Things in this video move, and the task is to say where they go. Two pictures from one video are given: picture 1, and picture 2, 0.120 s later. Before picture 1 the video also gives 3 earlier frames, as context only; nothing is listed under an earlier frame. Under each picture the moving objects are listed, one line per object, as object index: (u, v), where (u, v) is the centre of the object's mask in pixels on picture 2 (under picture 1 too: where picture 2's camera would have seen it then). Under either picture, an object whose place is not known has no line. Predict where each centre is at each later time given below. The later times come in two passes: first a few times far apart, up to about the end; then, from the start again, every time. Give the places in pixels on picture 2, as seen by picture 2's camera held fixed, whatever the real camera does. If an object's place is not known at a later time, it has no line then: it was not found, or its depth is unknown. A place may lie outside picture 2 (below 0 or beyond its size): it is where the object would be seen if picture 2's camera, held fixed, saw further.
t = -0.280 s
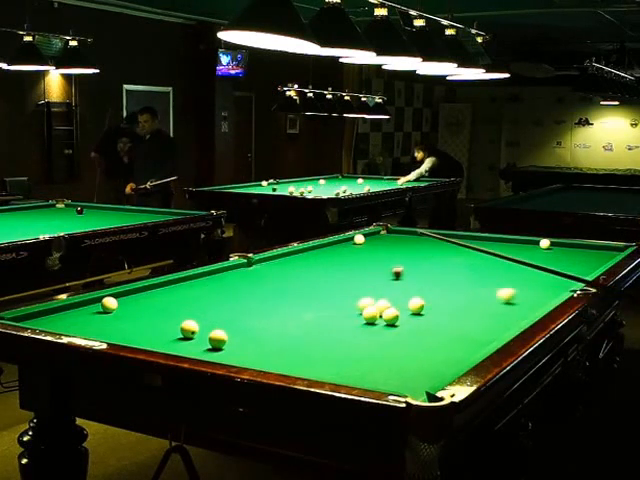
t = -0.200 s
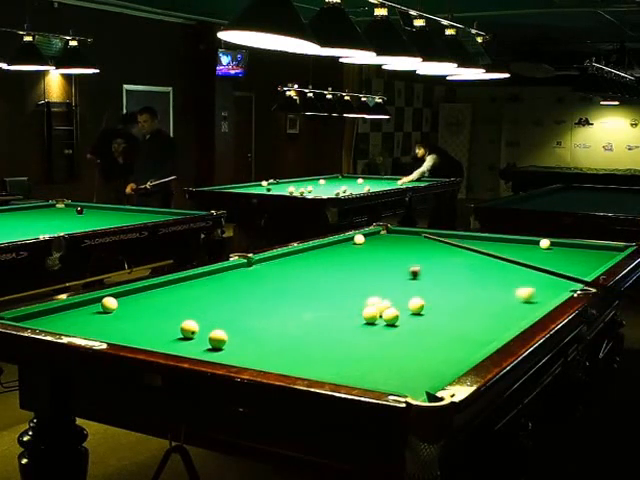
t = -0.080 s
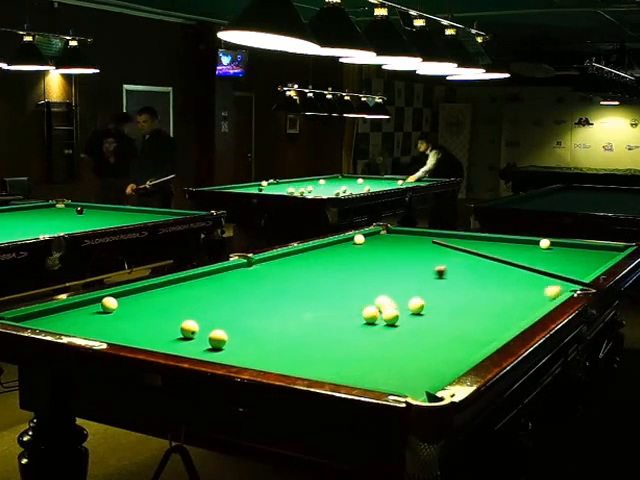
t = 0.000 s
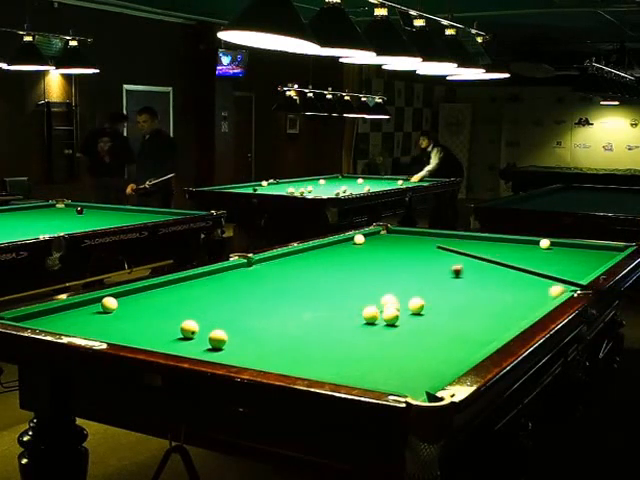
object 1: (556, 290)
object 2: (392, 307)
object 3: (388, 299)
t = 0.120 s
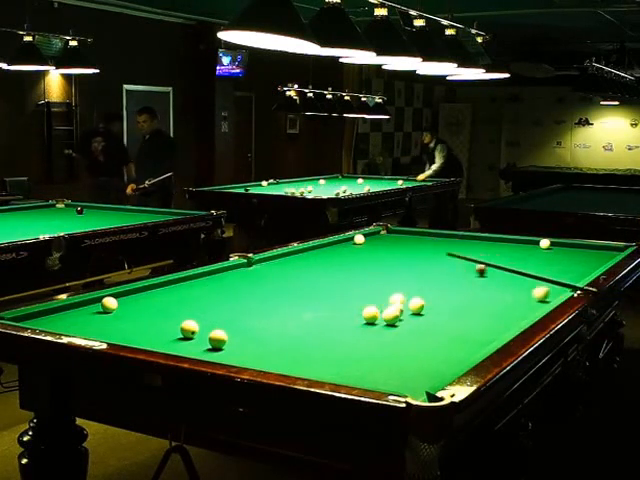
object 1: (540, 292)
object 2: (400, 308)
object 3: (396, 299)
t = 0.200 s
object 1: (530, 293)
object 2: (401, 310)
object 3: (402, 298)
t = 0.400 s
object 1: (504, 295)
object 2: (404, 312)
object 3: (416, 294)
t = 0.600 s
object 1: (479, 296)
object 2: (409, 313)
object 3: (428, 295)
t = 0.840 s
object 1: (448, 298)
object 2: (416, 315)
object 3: (440, 292)
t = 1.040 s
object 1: (424, 298)
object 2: (421, 316)
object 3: (453, 293)
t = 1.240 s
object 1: (398, 301)
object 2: (425, 317)
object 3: (463, 291)
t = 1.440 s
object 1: (371, 301)
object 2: (429, 317)
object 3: (472, 290)
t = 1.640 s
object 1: (345, 304)
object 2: (432, 318)
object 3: (481, 288)
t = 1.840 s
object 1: (319, 306)
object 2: (435, 318)
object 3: (489, 287)
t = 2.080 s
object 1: (289, 307)
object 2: (437, 319)
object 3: (499, 285)
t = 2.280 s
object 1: (264, 308)
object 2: (439, 319)
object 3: (505, 284)
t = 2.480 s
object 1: (239, 310)
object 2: (440, 320)
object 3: (512, 283)
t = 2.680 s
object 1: (214, 311)
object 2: (440, 320)
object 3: (518, 282)
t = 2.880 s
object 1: (190, 312)
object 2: (440, 320)
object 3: (524, 281)
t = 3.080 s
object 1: (166, 315)
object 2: (441, 320)
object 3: (529, 280)
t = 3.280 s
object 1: (142, 316)
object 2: (441, 320)
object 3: (534, 280)
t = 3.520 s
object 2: (441, 320)
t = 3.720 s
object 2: (441, 320)
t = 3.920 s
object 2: (440, 320)
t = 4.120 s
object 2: (440, 320)
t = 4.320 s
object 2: (441, 320)
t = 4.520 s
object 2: (440, 320)
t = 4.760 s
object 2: (440, 320)
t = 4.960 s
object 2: (441, 320)
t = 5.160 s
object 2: (441, 320)
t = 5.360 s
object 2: (441, 320)
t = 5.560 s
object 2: (441, 320)
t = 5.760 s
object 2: (440, 320)
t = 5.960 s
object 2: (440, 320)
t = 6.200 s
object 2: (440, 320)
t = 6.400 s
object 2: (440, 320)
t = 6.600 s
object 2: (440, 320)
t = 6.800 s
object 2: (440, 320)
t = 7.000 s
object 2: (440, 320)
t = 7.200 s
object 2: (440, 320)
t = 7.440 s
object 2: (441, 320)
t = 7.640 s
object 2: (441, 320)
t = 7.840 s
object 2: (441, 320)
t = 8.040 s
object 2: (441, 320)
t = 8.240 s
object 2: (441, 320)
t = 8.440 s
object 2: (441, 320)
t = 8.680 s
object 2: (441, 320)
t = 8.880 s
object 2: (441, 320)
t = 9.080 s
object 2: (440, 320)
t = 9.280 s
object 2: (441, 320)
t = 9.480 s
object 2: (441, 320)
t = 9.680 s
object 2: (440, 320)
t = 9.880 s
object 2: (440, 320)
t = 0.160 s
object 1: (535, 293)
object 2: (400, 309)
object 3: (399, 298)
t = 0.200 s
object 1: (530, 293)
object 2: (401, 310)
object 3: (402, 298)
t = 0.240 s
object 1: (525, 293)
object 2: (401, 310)
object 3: (404, 297)
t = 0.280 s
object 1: (519, 294)
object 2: (401, 311)
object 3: (407, 297)
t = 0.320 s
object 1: (514, 294)
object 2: (402, 311)
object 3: (409, 297)
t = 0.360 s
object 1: (509, 294)
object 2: (403, 311)
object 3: (412, 296)
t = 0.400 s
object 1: (504, 295)
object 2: (404, 312)
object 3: (416, 294)
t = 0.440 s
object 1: (499, 295)
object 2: (405, 312)
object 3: (419, 294)
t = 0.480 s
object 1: (494, 295)
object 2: (407, 312)
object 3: (422, 295)
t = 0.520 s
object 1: (489, 296)
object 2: (407, 312)
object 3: (424, 295)
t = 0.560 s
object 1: (483, 296)
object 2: (408, 313)
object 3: (426, 295)
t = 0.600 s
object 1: (479, 296)
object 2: (409, 313)
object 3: (428, 295)
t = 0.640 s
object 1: (473, 296)
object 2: (410, 313)
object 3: (431, 295)
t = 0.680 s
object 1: (468, 297)
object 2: (411, 313)
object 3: (433, 295)
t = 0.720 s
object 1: (463, 297)
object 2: (412, 314)
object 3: (435, 295)
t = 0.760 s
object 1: (459, 298)
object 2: (414, 314)
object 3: (437, 294)
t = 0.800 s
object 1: (453, 298)
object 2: (415, 314)
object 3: (439, 294)
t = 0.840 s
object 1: (448, 298)
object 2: (416, 315)
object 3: (440, 292)
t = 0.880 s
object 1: (443, 298)
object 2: (417, 315)
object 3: (445, 291)
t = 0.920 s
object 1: (437, 299)
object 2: (418, 315)
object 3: (448, 292)
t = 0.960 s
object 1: (432, 300)
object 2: (419, 315)
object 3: (449, 293)
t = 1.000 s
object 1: (428, 300)
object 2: (420, 315)
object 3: (451, 293)
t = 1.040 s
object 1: (424, 298)
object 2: (421, 316)
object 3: (453, 293)
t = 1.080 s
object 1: (418, 299)
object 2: (422, 316)
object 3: (455, 292)
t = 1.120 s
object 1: (410, 298)
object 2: (423, 316)
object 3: (457, 292)
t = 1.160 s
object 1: (406, 300)
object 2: (423, 316)
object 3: (459, 291)
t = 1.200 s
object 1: (402, 301)
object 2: (424, 316)
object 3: (461, 291)
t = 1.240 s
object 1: (398, 301)
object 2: (425, 317)
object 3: (463, 291)
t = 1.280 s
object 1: (392, 301)
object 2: (426, 317)
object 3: (465, 291)
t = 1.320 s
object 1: (386, 301)
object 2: (427, 317)
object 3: (467, 290)
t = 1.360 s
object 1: (382, 302)
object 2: (427, 317)
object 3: (469, 290)
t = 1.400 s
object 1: (377, 302)
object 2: (428, 317)
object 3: (471, 290)
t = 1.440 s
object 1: (371, 301)
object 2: (429, 317)
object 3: (472, 290)
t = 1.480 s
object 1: (366, 302)
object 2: (429, 317)
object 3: (474, 290)
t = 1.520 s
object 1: (360, 303)
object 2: (430, 317)
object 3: (476, 289)
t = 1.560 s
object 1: (356, 304)
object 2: (431, 318)
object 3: (478, 289)
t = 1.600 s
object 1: (350, 304)
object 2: (432, 318)
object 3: (480, 289)
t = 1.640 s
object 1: (345, 304)
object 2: (432, 318)
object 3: (481, 288)
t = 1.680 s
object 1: (340, 304)
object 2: (433, 318)
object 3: (483, 288)
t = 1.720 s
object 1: (335, 305)
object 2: (433, 318)
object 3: (485, 288)
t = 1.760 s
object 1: (330, 305)
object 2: (434, 318)
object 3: (486, 287)
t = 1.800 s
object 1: (325, 305)
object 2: (434, 318)
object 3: (488, 287)
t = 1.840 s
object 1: (319, 306)
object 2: (435, 318)
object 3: (489, 287)
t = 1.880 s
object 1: (314, 306)
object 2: (435, 318)
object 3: (491, 287)
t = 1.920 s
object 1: (309, 306)
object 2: (436, 319)
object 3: (492, 286)
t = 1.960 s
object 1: (304, 306)
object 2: (436, 319)
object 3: (494, 286)
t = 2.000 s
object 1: (299, 306)
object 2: (437, 319)
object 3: (495, 286)
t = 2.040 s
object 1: (294, 307)
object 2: (437, 319)
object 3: (497, 285)
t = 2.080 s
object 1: (289, 307)
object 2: (437, 319)
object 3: (499, 285)
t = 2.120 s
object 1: (284, 307)
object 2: (438, 319)
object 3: (500, 285)
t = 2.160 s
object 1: (279, 307)
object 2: (438, 319)
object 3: (501, 285)
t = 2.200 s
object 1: (274, 308)
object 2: (439, 319)
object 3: (503, 285)
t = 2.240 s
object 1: (269, 308)
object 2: (439, 320)
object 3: (504, 284)
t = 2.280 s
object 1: (264, 308)
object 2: (439, 319)
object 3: (505, 284)
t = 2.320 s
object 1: (259, 309)
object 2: (439, 320)
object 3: (507, 284)
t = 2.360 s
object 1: (254, 309)
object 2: (439, 319)
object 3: (508, 284)
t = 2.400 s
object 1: (249, 309)
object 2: (440, 319)
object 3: (510, 283)
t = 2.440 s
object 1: (244, 310)
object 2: (440, 319)
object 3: (511, 283)
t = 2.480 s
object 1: (239, 310)
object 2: (440, 320)
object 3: (512, 283)
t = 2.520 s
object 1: (234, 310)
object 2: (440, 320)
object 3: (513, 283)
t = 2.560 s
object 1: (229, 310)
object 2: (440, 320)
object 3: (514, 282)
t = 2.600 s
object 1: (224, 311)
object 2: (440, 320)
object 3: (516, 282)
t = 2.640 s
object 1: (219, 310)
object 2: (440, 320)
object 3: (517, 282)
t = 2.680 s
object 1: (214, 311)
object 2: (440, 320)
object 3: (518, 282)
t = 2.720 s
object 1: (210, 311)
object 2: (440, 320)
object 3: (519, 282)
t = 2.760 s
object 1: (205, 312)
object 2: (440, 320)
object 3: (520, 282)
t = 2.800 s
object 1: (200, 312)
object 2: (440, 320)
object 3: (522, 281)
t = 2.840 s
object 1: (195, 312)
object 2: (440, 320)
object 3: (522, 281)
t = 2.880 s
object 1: (190, 312)
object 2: (440, 320)
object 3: (524, 281)
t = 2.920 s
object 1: (185, 312)
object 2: (440, 320)
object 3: (525, 281)
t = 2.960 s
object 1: (181, 313)
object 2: (441, 320)
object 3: (526, 281)
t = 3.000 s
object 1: (176, 314)
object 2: (441, 320)
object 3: (527, 281)
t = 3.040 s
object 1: (171, 315)
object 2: (441, 320)
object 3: (528, 281)
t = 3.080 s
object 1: (166, 315)
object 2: (441, 320)
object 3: (529, 280)
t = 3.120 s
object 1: (161, 315)
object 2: (441, 320)
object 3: (530, 280)
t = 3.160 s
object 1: (157, 315)
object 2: (441, 320)
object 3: (531, 280)
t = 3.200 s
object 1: (152, 316)
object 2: (441, 320)
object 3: (532, 280)
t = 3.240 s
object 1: (147, 316)
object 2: (441, 320)
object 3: (533, 280)
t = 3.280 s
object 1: (142, 316)
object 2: (441, 320)
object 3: (534, 280)
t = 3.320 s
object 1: (138, 316)
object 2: (441, 320)
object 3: (535, 280)
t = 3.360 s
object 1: (134, 317)
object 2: (441, 320)
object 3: (536, 279)
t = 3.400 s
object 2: (441, 320)
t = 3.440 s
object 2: (441, 320)
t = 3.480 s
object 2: (441, 320)
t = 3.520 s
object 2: (441, 320)
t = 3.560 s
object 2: (440, 320)
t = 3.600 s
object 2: (441, 320)
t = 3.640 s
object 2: (440, 320)
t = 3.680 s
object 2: (441, 320)
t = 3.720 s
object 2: (441, 320)
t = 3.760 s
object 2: (441, 320)
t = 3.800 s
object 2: (441, 320)
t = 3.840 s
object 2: (441, 320)
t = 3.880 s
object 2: (440, 320)
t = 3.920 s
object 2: (440, 320)
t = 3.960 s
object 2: (440, 320)
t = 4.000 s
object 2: (440, 320)
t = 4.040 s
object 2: (440, 320)
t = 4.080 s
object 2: (440, 320)
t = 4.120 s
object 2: (440, 320)
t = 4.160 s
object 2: (440, 320)
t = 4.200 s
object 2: (440, 320)
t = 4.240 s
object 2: (441, 320)
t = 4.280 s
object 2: (441, 320)
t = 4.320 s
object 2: (441, 320)
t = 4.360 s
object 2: (441, 320)
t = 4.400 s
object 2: (441, 320)
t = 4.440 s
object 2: (441, 320)
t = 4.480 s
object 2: (440, 320)
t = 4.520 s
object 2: (440, 320)
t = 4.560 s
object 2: (441, 320)
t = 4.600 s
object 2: (440, 320)
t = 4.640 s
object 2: (440, 320)
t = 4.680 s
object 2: (440, 320)
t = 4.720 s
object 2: (440, 320)
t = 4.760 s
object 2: (440, 320)
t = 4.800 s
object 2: (441, 320)
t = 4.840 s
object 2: (440, 320)
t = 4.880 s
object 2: (441, 320)
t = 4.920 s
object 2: (441, 320)
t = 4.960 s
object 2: (441, 320)
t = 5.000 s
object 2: (441, 320)
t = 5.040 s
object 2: (441, 320)
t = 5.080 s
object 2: (441, 320)
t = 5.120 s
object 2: (441, 320)
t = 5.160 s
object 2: (441, 320)
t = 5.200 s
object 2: (441, 320)
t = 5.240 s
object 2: (441, 320)
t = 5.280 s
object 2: (441, 320)
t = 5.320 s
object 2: (441, 320)
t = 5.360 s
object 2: (441, 320)
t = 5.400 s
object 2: (441, 320)
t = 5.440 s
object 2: (441, 320)
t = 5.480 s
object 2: (441, 320)
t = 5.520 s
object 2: (441, 320)
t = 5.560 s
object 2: (441, 320)
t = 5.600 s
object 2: (440, 320)
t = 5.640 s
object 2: (440, 320)
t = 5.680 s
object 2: (440, 320)
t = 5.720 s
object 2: (440, 320)
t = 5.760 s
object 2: (440, 320)
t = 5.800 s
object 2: (440, 320)
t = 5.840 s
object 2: (440, 320)
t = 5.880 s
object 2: (440, 320)
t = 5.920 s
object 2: (440, 320)
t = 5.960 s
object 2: (440, 320)
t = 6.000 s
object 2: (440, 320)
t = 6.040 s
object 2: (440, 320)
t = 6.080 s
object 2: (440, 320)
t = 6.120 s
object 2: (440, 320)
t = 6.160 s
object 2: (440, 320)
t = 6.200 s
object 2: (440, 320)
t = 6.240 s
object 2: (440, 320)
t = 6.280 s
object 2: (440, 320)
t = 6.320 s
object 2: (440, 320)
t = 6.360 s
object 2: (440, 320)
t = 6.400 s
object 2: (440, 320)
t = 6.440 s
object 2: (440, 320)
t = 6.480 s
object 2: (440, 320)
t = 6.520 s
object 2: (440, 320)
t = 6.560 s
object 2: (440, 320)
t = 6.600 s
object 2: (440, 320)
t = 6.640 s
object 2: (440, 320)
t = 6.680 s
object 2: (440, 320)
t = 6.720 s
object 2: (440, 320)
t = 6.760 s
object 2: (440, 320)
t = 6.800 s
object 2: (440, 320)
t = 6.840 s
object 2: (440, 320)
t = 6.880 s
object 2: (440, 320)
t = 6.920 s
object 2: (440, 320)
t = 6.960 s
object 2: (440, 320)
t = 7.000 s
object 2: (440, 320)
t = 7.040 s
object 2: (440, 320)
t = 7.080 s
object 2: (440, 320)
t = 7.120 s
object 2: (440, 320)
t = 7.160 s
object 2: (440, 320)
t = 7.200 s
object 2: (440, 320)
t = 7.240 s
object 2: (440, 320)
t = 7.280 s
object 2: (440, 320)
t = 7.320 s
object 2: (440, 320)
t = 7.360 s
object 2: (440, 320)
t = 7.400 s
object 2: (441, 320)
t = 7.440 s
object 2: (441, 320)
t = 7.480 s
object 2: (441, 320)
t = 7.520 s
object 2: (441, 320)
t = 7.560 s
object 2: (441, 320)
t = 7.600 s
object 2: (441, 320)
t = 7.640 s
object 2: (441, 320)
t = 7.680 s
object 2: (441, 320)
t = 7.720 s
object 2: (441, 320)
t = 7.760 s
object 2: (441, 320)
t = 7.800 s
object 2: (441, 320)
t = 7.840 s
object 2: (441, 320)
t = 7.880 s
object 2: (441, 320)
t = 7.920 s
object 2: (441, 320)
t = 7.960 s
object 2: (441, 320)
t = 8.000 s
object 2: (441, 320)
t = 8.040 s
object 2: (441, 320)
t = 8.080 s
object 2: (441, 320)
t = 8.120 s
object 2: (441, 320)
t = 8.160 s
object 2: (441, 320)
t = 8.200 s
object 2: (441, 320)
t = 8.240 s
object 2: (441, 320)
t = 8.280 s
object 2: (441, 320)
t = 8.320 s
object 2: (441, 320)
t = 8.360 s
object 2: (441, 320)
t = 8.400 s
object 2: (441, 320)
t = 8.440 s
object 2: (441, 320)
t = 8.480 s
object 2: (441, 320)
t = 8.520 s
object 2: (441, 320)
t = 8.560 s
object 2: (441, 320)
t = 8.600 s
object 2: (441, 320)
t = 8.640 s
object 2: (441, 320)
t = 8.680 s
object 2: (441, 320)
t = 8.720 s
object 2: (441, 320)
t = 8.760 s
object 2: (441, 320)
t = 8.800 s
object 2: (441, 320)
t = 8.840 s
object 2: (441, 320)
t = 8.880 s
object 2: (441, 320)
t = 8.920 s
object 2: (441, 320)
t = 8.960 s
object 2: (440, 320)
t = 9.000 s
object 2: (441, 320)
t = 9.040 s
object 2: (441, 320)
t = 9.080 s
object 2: (440, 320)
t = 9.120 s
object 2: (441, 320)
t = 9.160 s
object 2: (441, 320)
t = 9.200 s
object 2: (441, 320)
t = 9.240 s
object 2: (441, 320)
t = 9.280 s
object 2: (441, 320)
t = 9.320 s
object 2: (441, 320)
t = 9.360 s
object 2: (441, 320)
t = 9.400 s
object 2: (441, 320)
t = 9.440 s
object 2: (441, 320)
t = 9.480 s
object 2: (441, 320)
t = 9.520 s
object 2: (441, 320)
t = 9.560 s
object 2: (441, 320)
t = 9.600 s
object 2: (441, 320)
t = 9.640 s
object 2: (441, 320)
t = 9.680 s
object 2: (440, 320)
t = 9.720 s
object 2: (440, 320)
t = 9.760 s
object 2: (440, 320)
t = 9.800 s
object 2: (440, 320)
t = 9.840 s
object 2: (440, 320)
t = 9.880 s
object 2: (440, 320)
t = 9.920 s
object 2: (440, 320)
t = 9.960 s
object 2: (440, 320)
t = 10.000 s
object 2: (441, 320)
